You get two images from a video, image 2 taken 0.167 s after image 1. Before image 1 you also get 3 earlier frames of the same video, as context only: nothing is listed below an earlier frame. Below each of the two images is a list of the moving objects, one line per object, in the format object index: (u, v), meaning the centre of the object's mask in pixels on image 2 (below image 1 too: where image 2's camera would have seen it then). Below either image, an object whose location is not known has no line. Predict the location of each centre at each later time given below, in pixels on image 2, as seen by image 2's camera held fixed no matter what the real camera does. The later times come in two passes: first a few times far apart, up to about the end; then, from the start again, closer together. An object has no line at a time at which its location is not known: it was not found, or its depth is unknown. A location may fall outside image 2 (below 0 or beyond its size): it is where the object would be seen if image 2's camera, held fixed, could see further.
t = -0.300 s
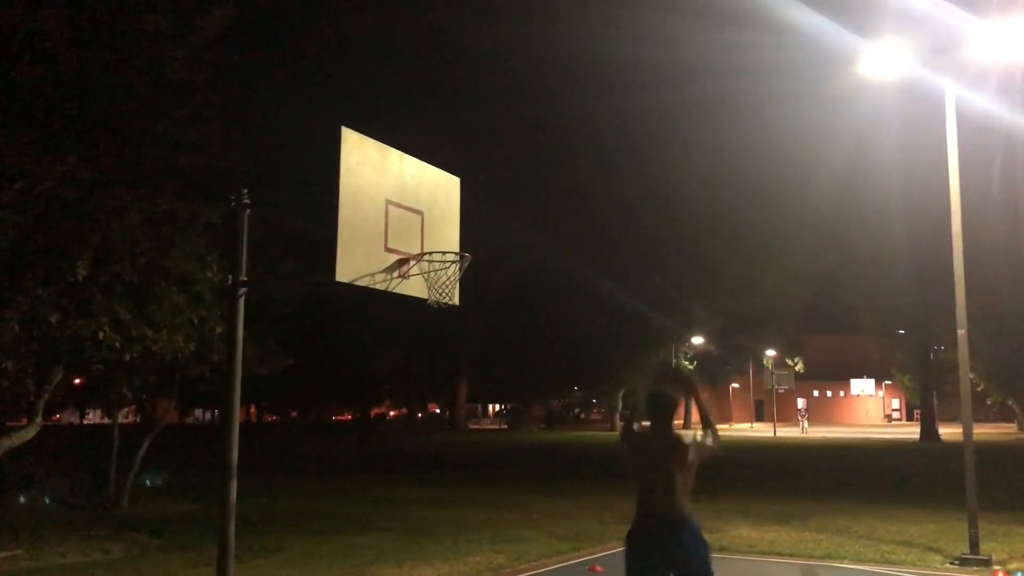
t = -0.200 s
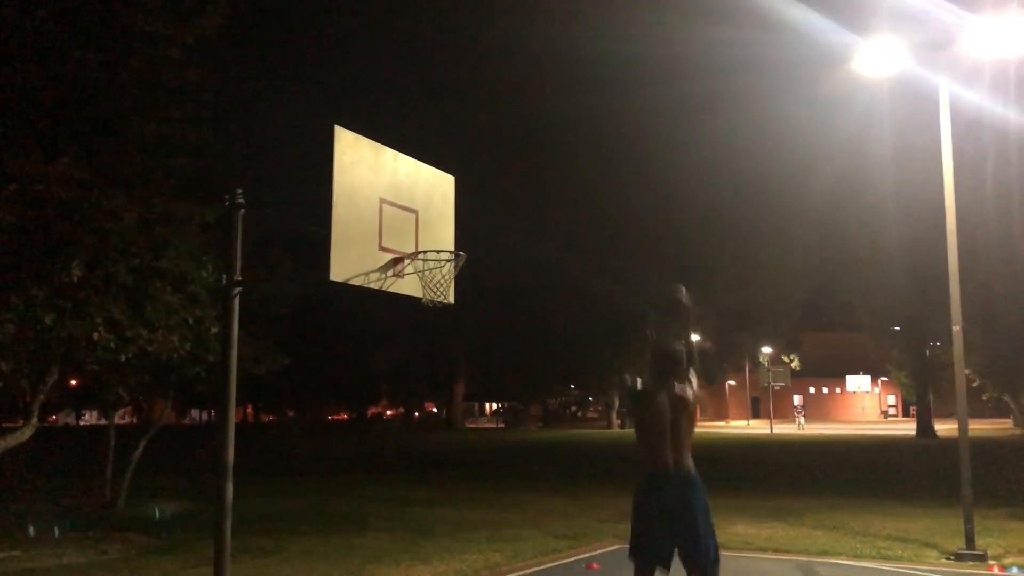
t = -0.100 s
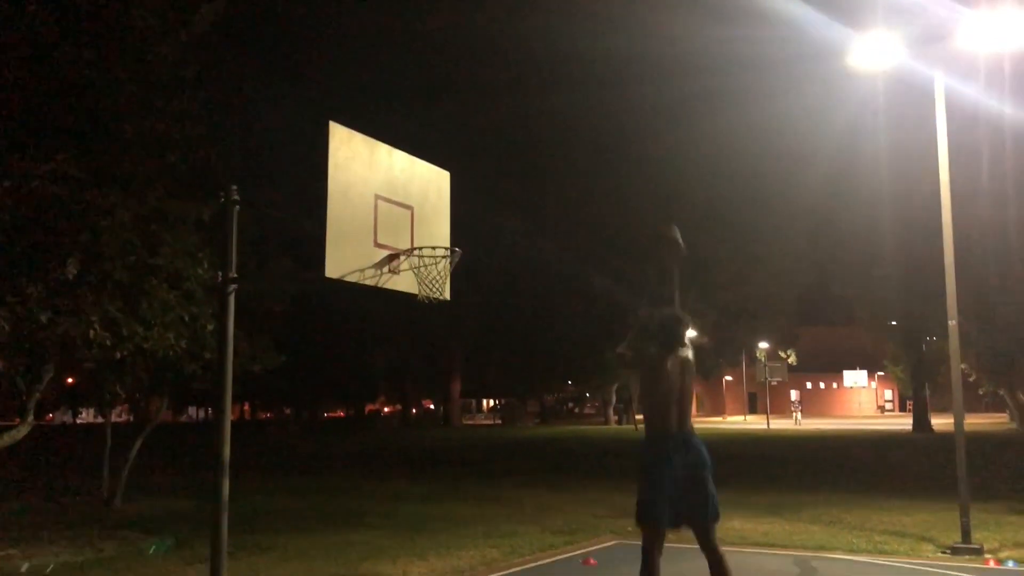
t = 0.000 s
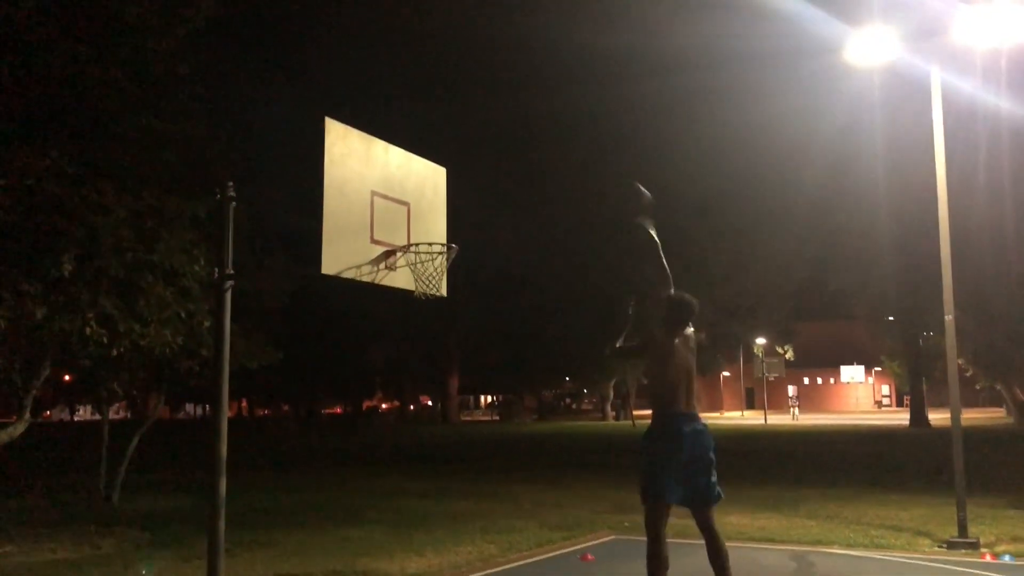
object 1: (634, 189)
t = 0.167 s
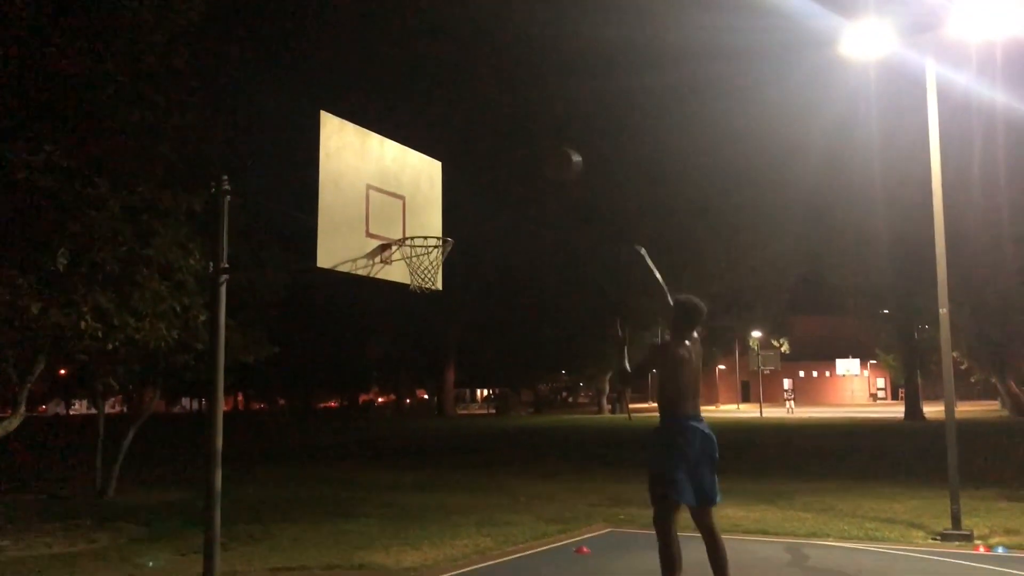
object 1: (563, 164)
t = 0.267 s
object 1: (531, 165)
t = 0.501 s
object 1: (458, 213)
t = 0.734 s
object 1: (440, 190)
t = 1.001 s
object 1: (432, 207)
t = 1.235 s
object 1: (426, 216)
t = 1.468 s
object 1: (441, 220)
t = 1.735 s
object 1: (467, 290)
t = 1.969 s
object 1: (492, 409)
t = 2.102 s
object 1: (505, 507)
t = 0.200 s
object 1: (555, 162)
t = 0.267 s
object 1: (531, 165)
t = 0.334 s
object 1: (513, 171)
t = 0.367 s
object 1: (497, 178)
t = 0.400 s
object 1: (491, 185)
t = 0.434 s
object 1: (476, 192)
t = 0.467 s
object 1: (464, 202)
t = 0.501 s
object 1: (458, 213)
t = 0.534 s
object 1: (450, 221)
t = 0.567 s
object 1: (446, 221)
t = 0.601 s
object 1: (445, 212)
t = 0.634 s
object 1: (443, 204)
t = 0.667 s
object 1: (442, 198)
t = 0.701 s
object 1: (441, 193)
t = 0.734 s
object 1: (440, 190)
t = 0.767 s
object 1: (439, 188)
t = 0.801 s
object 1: (438, 187)
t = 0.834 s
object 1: (437, 187)
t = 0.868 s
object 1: (436, 188)
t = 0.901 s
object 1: (435, 191)
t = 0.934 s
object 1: (434, 195)
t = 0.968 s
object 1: (433, 200)
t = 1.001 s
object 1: (432, 207)
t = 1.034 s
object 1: (431, 214)
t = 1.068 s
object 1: (430, 223)
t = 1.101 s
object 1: (430, 232)
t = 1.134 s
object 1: (429, 229)
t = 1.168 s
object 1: (428, 224)
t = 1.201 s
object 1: (427, 219)
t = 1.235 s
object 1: (426, 216)
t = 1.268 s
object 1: (425, 214)
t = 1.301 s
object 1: (424, 213)
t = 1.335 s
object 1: (428, 212)
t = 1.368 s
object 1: (431, 213)
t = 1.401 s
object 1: (434, 214)
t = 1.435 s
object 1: (438, 216)
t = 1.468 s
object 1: (441, 220)
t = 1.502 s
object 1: (445, 225)
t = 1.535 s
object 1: (448, 229)
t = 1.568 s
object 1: (454, 235)
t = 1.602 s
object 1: (459, 243)
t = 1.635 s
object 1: (459, 256)
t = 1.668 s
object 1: (460, 265)
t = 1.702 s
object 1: (464, 275)
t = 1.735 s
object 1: (467, 290)
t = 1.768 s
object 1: (470, 303)
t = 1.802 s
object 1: (475, 316)
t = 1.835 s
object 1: (482, 333)
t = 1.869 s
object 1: (486, 350)
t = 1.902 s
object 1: (489, 366)
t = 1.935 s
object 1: (494, 387)
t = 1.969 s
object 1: (492, 409)
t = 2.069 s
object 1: (503, 479)
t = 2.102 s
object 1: (505, 507)
